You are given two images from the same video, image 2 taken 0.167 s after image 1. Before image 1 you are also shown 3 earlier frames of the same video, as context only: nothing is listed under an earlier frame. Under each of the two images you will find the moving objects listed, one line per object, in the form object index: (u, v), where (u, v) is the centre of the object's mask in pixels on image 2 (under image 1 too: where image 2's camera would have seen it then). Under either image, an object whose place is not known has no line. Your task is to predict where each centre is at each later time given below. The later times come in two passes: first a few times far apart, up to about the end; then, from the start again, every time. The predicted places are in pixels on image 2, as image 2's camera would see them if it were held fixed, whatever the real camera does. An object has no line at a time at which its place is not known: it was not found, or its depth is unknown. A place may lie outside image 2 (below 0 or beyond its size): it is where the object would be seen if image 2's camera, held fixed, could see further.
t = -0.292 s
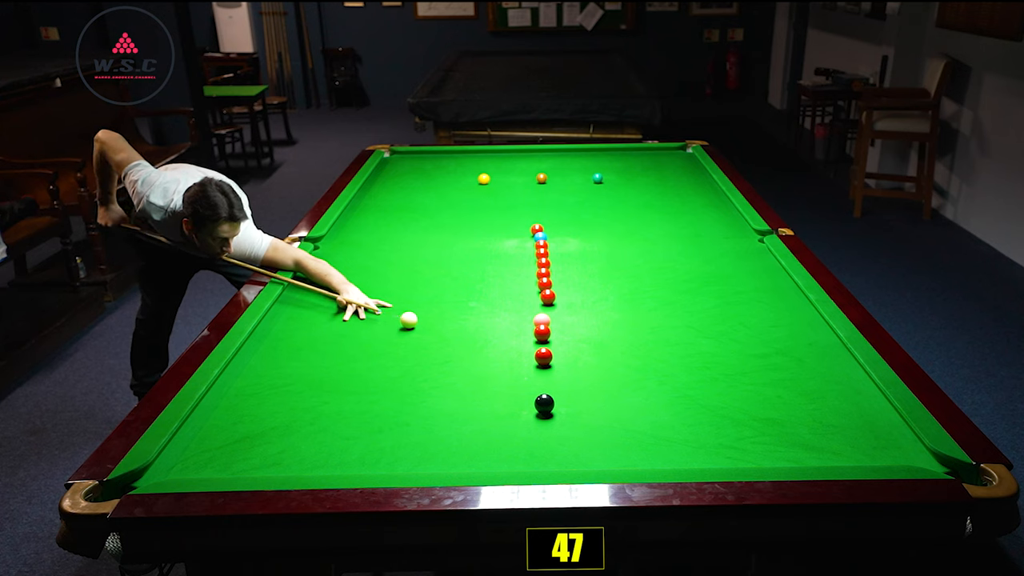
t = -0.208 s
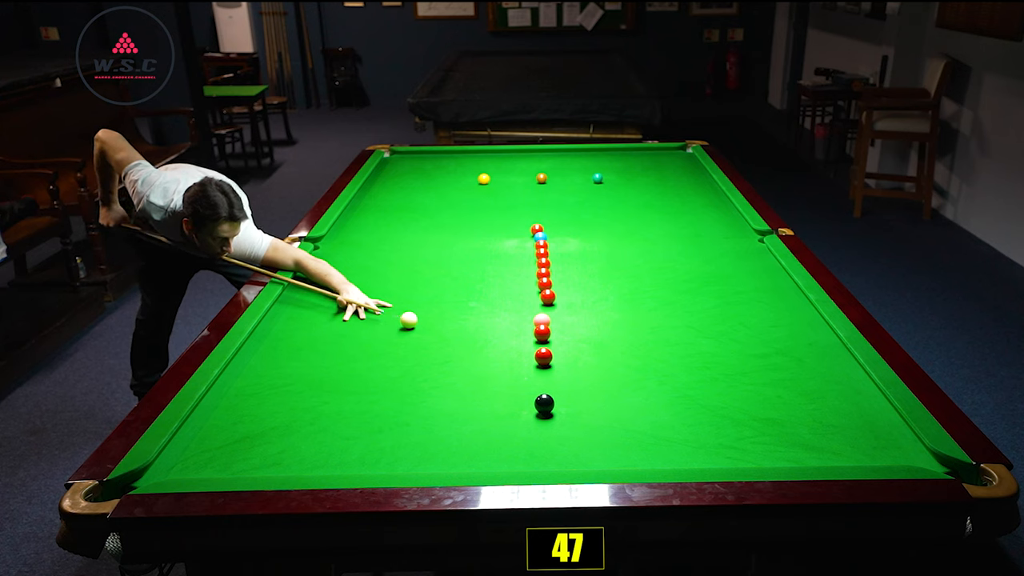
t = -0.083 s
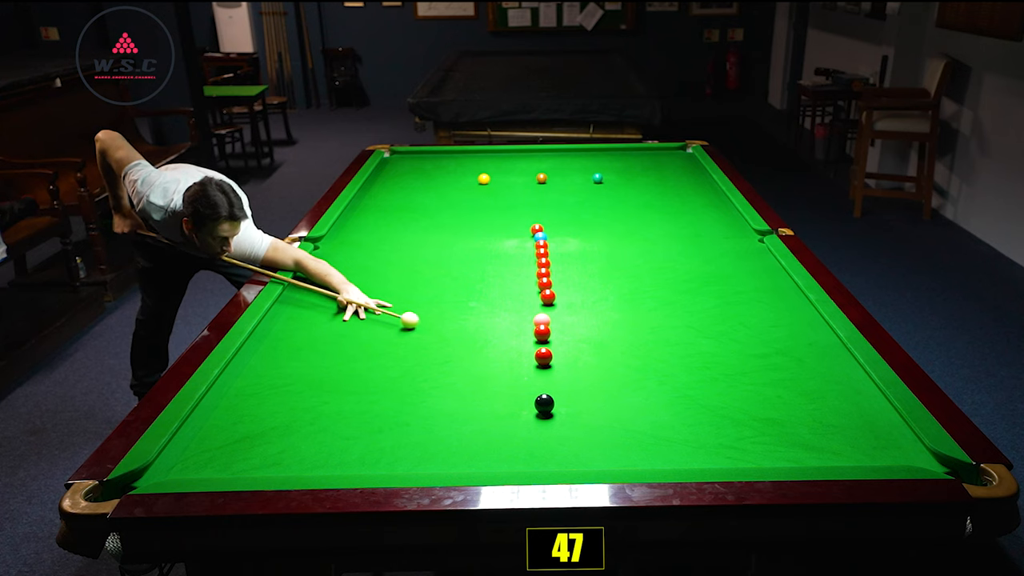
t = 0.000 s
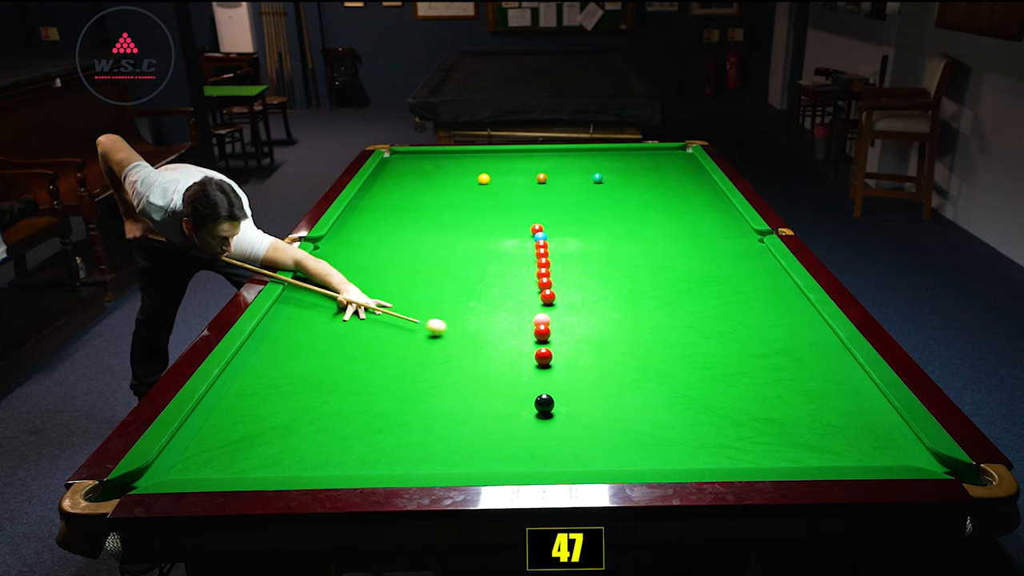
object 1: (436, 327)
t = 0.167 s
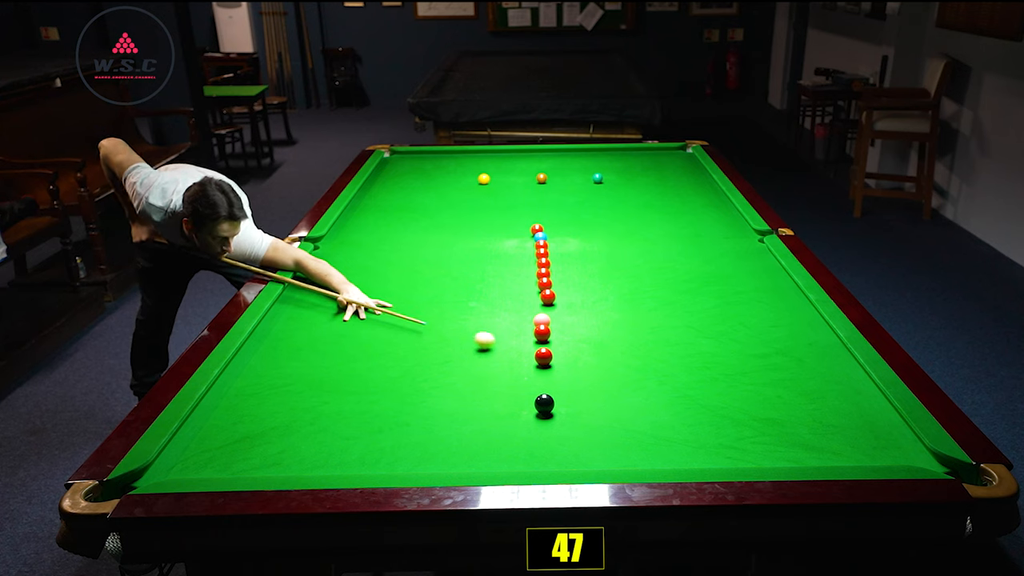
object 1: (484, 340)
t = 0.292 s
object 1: (521, 350)
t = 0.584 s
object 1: (543, 357)
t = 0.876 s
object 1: (561, 362)
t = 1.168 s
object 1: (578, 367)
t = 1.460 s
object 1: (594, 371)
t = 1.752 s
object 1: (607, 375)
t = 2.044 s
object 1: (618, 378)
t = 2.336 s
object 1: (627, 380)
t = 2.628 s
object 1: (633, 381)
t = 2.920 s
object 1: (637, 382)
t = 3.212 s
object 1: (638, 383)
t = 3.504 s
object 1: (638, 382)
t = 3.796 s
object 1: (638, 383)
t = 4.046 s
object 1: (638, 382)
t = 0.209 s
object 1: (496, 343)
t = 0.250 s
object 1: (509, 346)
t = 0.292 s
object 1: (521, 350)
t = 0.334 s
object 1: (528, 352)
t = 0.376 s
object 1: (529, 353)
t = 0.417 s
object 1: (532, 354)
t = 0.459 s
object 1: (534, 354)
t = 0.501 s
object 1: (537, 355)
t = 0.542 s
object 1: (540, 356)
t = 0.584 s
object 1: (543, 357)
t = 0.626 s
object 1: (546, 358)
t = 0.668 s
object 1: (548, 358)
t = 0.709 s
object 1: (551, 359)
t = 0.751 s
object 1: (554, 360)
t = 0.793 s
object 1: (556, 361)
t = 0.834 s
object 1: (559, 361)
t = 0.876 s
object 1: (561, 362)
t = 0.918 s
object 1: (564, 363)
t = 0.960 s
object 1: (566, 364)
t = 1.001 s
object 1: (569, 364)
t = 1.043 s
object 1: (571, 365)
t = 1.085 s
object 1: (574, 366)
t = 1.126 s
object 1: (576, 366)
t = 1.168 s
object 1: (578, 367)
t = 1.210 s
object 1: (581, 368)
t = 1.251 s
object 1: (583, 368)
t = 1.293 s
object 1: (585, 369)
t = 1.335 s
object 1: (587, 370)
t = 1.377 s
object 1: (589, 370)
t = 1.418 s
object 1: (591, 371)
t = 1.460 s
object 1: (594, 371)
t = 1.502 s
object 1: (596, 372)
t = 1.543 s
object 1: (598, 372)
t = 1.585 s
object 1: (599, 373)
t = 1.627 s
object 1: (601, 374)
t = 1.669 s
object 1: (603, 374)
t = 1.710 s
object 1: (605, 374)
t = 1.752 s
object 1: (607, 375)
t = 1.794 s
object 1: (608, 375)
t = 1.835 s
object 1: (610, 376)
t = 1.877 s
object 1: (612, 376)
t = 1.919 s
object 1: (613, 376)
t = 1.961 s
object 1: (615, 377)
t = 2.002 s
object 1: (616, 377)
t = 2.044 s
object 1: (618, 378)
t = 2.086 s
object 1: (619, 378)
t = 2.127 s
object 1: (621, 378)
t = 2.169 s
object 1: (622, 379)
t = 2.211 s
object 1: (623, 379)
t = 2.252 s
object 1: (625, 379)
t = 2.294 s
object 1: (626, 380)
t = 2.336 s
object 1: (627, 380)
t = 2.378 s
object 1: (628, 380)
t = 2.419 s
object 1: (629, 380)
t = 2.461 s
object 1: (630, 381)
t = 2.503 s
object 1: (631, 381)
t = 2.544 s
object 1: (632, 381)
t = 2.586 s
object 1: (632, 381)
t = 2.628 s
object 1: (633, 381)
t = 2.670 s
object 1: (634, 382)
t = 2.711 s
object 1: (635, 382)
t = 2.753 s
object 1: (635, 382)
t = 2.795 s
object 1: (636, 382)
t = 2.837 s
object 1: (636, 382)
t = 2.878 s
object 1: (637, 382)
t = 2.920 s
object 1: (637, 382)
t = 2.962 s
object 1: (637, 382)
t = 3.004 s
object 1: (638, 382)
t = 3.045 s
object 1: (638, 382)
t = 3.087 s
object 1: (638, 382)
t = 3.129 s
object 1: (638, 382)
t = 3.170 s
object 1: (638, 383)
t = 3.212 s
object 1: (638, 383)
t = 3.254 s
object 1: (638, 383)
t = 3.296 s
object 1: (638, 383)
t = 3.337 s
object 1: (638, 383)
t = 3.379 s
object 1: (638, 383)
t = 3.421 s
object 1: (638, 383)
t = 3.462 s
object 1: (638, 383)
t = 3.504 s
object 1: (638, 382)
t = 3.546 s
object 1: (638, 383)
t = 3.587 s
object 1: (638, 383)
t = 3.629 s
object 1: (638, 383)
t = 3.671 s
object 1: (638, 383)
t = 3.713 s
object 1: (638, 383)
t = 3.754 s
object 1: (638, 383)
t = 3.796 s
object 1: (638, 383)
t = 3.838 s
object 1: (638, 383)
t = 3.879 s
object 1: (638, 382)
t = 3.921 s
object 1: (638, 382)
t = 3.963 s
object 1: (638, 383)
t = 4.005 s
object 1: (638, 382)
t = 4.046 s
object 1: (638, 382)
